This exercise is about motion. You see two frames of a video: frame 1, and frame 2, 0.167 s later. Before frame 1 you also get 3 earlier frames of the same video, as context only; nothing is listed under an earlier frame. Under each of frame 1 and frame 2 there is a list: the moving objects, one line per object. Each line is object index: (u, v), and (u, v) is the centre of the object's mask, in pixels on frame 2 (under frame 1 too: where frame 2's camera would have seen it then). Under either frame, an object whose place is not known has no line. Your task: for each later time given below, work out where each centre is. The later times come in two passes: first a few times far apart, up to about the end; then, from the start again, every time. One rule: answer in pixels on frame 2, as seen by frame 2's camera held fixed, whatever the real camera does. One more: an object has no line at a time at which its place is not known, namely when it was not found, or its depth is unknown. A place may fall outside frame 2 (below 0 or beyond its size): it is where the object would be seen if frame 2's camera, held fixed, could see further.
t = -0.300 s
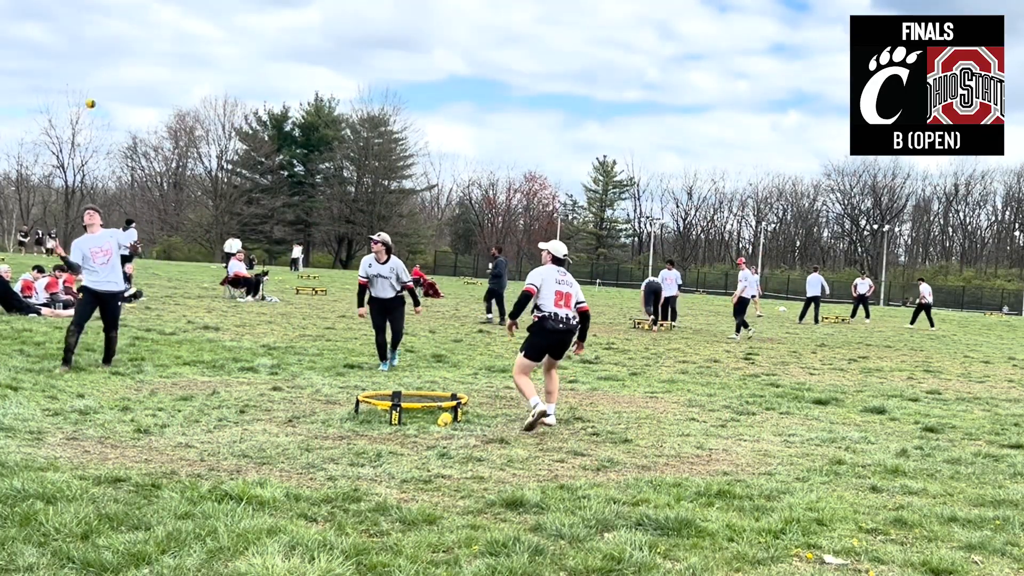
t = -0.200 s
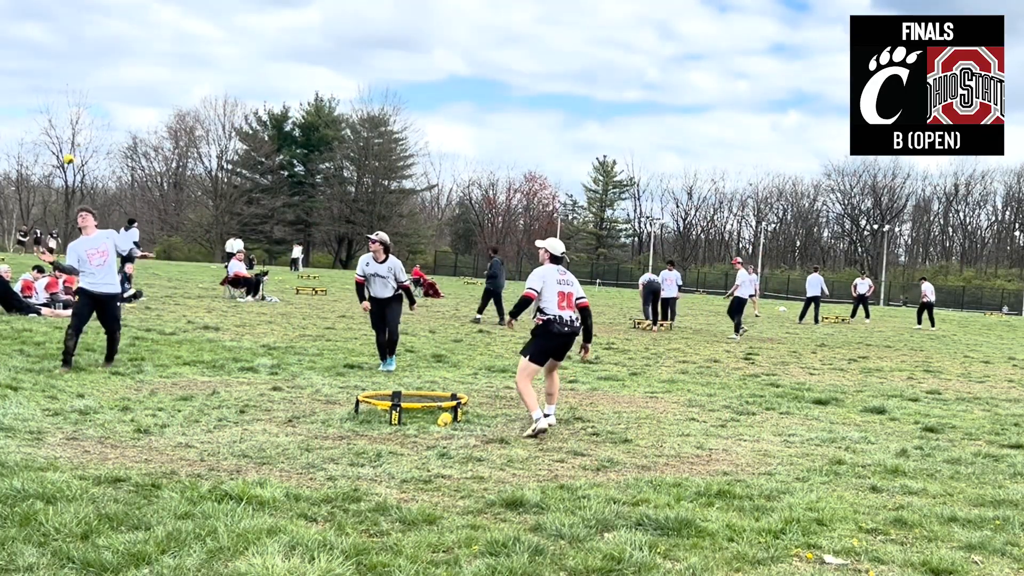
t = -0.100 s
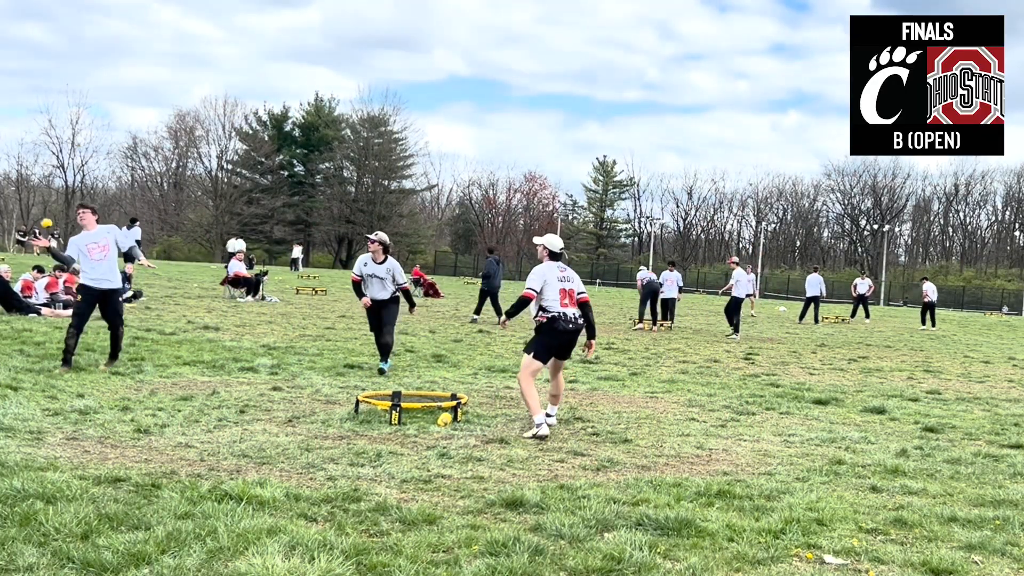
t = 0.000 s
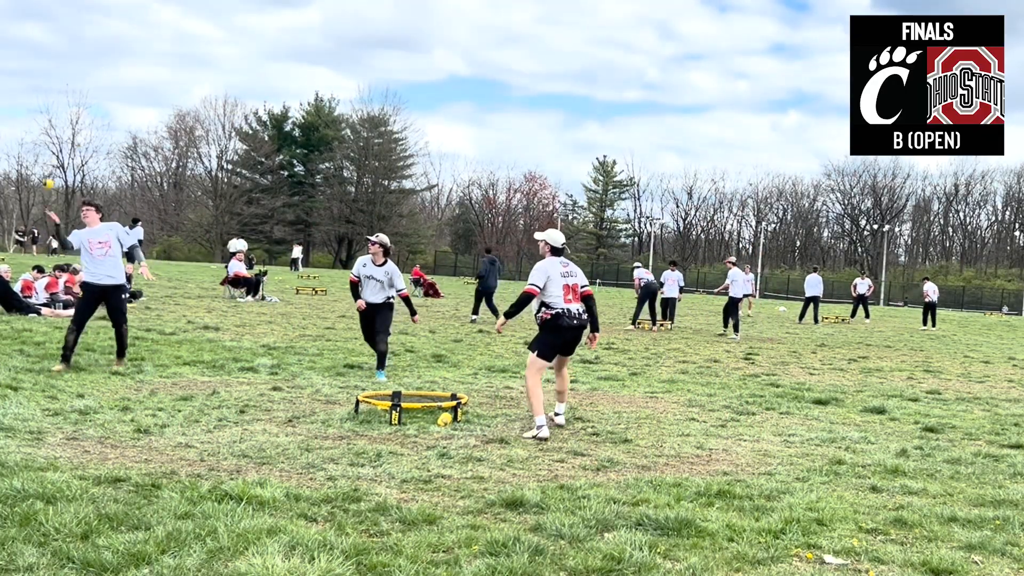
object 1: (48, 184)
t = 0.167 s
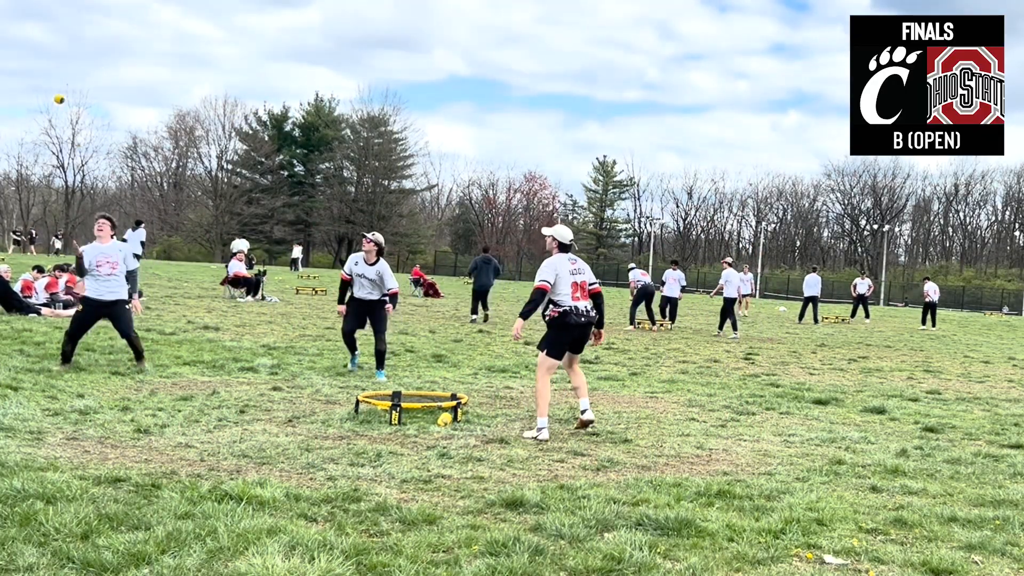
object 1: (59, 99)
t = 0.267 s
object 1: (66, 61)
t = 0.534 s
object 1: (83, 12)
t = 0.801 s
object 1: (99, 50)
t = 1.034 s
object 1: (109, 166)
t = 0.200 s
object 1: (61, 85)
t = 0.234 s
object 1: (64, 73)
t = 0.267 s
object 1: (66, 61)
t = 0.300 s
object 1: (68, 51)
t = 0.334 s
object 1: (70, 41)
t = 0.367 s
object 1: (72, 33)
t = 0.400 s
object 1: (74, 26)
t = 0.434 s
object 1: (77, 21)
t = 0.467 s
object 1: (79, 16)
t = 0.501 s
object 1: (81, 14)
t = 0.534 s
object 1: (83, 12)
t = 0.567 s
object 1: (85, 12)
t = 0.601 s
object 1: (87, 13)
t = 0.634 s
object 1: (89, 15)
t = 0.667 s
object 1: (91, 19)
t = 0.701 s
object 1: (93, 24)
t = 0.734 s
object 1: (95, 31)
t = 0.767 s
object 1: (97, 40)
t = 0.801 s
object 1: (99, 50)
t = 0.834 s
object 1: (100, 62)
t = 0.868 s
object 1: (102, 75)
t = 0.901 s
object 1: (103, 90)
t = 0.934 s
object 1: (105, 106)
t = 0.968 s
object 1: (107, 125)
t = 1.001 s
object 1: (108, 146)
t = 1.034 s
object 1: (109, 166)
